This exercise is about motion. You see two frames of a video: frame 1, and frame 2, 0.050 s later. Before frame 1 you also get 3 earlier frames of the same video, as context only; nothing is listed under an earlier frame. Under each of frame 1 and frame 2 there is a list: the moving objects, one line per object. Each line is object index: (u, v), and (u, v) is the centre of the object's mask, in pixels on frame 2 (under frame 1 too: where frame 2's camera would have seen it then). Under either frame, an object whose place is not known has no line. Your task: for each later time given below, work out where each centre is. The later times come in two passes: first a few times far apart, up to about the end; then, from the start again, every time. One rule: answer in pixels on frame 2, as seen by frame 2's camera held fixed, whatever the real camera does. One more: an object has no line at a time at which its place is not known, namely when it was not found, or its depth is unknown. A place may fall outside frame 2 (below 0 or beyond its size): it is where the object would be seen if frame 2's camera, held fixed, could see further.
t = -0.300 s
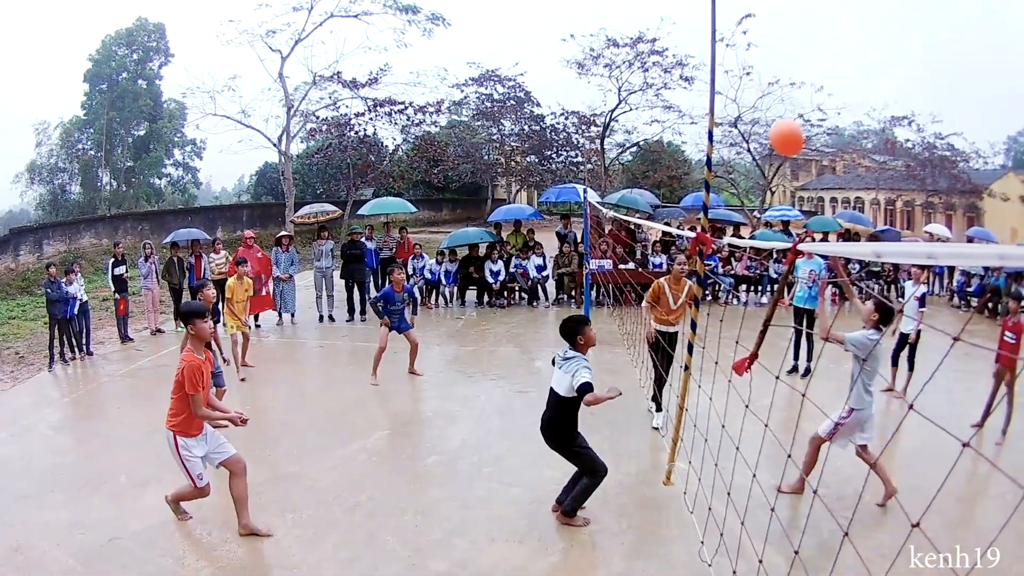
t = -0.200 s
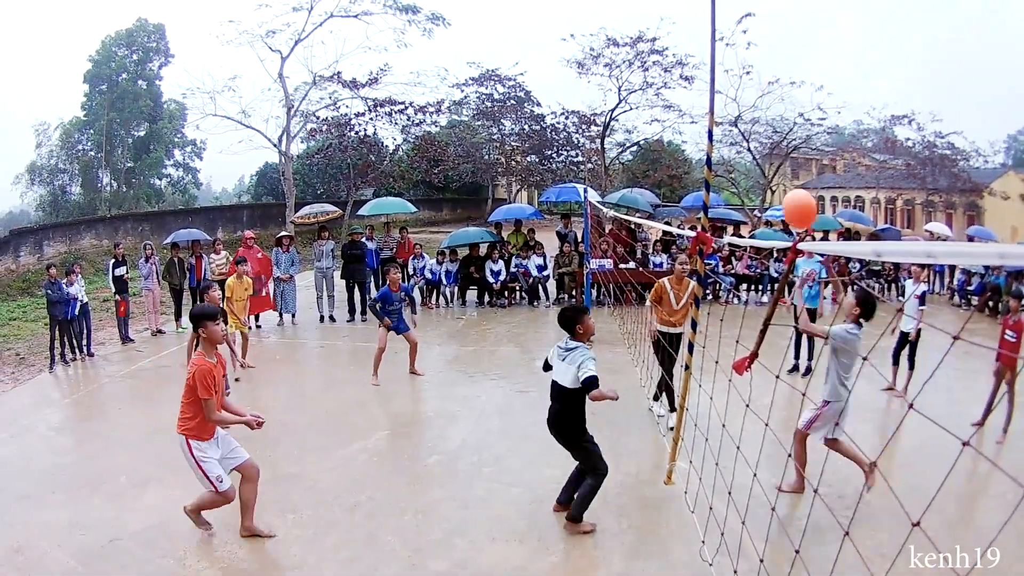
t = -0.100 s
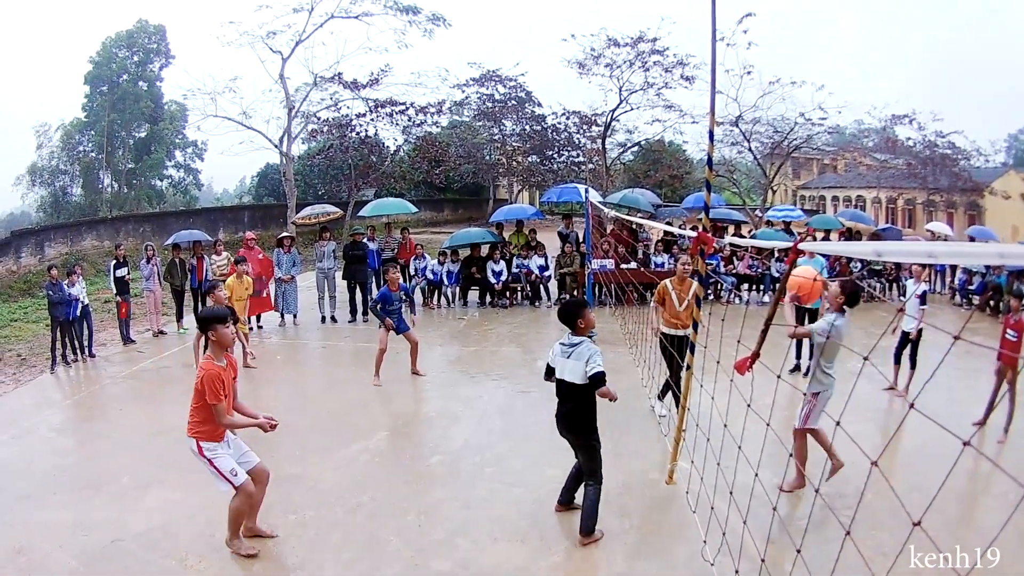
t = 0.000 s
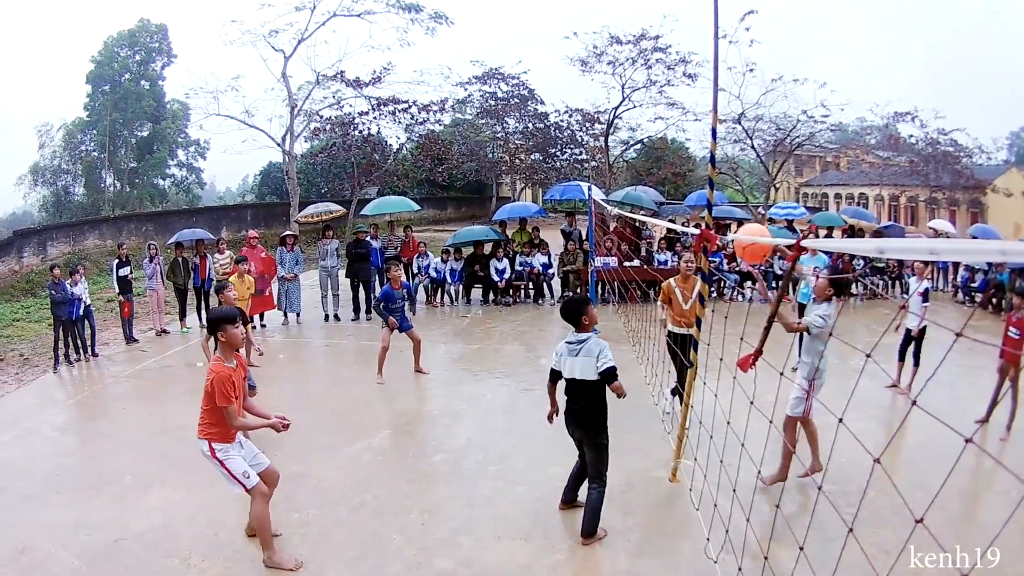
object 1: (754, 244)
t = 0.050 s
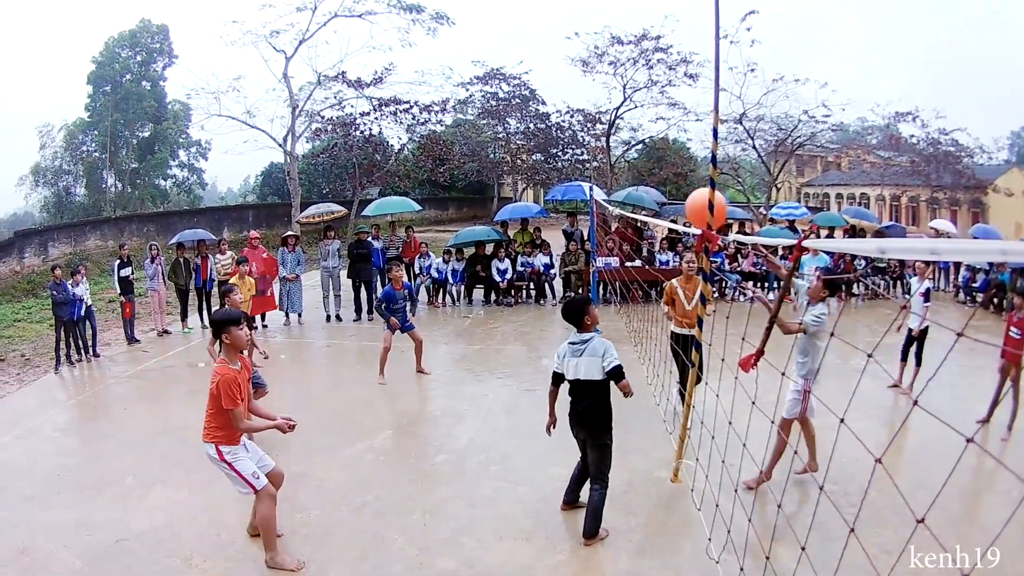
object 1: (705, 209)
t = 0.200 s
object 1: (542, 124)
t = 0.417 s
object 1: (305, 87)
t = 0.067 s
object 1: (689, 198)
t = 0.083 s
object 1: (672, 187)
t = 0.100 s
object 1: (654, 176)
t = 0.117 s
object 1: (636, 166)
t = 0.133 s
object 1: (617, 157)
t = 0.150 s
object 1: (598, 148)
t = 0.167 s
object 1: (580, 140)
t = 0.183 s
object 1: (560, 132)
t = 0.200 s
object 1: (542, 124)
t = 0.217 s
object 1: (522, 117)
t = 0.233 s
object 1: (503, 112)
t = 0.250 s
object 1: (484, 106)
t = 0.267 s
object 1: (466, 102)
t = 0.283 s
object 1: (447, 97)
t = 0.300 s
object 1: (427, 94)
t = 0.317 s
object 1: (409, 91)
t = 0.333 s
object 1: (391, 89)
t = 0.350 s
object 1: (373, 87)
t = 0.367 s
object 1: (355, 86)
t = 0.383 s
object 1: (339, 86)
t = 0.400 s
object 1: (322, 86)
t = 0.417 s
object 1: (305, 87)
